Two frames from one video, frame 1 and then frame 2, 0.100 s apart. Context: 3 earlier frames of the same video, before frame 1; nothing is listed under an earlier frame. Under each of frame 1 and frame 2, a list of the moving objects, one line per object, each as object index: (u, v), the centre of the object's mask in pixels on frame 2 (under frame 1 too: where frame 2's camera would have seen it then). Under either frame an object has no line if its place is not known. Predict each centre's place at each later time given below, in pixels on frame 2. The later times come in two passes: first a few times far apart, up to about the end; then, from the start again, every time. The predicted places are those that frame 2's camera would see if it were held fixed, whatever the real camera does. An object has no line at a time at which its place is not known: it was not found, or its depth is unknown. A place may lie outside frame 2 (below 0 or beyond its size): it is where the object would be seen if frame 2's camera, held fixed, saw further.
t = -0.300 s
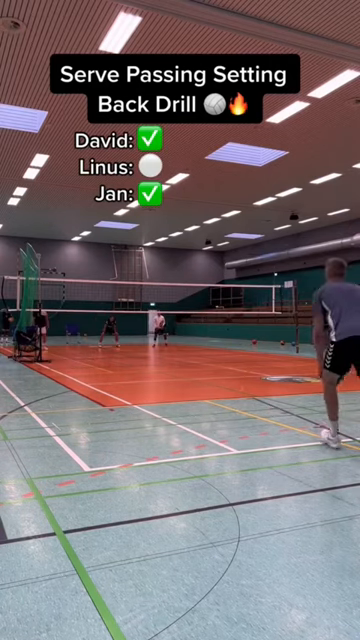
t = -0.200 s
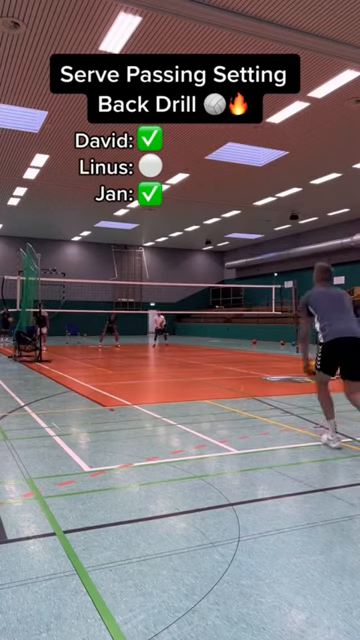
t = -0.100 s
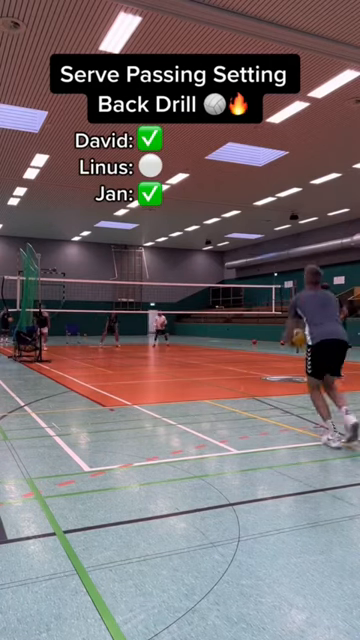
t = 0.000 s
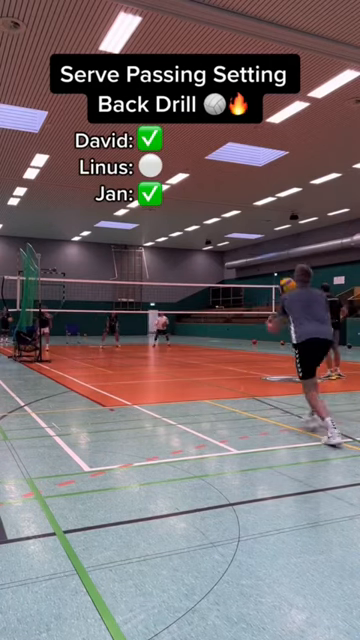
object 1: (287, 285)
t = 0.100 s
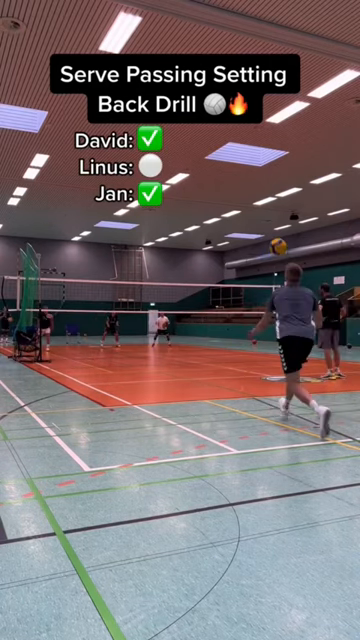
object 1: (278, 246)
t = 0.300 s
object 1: (260, 199)
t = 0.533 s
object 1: (242, 187)
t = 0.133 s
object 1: (276, 236)
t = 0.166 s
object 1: (272, 226)
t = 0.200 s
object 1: (269, 217)
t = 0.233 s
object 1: (266, 211)
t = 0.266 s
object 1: (262, 204)
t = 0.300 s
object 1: (260, 199)
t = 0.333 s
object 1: (257, 194)
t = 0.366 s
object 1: (254, 191)
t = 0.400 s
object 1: (251, 187)
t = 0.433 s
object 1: (248, 186)
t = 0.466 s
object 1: (247, 186)
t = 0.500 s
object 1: (244, 186)
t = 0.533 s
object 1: (242, 187)
